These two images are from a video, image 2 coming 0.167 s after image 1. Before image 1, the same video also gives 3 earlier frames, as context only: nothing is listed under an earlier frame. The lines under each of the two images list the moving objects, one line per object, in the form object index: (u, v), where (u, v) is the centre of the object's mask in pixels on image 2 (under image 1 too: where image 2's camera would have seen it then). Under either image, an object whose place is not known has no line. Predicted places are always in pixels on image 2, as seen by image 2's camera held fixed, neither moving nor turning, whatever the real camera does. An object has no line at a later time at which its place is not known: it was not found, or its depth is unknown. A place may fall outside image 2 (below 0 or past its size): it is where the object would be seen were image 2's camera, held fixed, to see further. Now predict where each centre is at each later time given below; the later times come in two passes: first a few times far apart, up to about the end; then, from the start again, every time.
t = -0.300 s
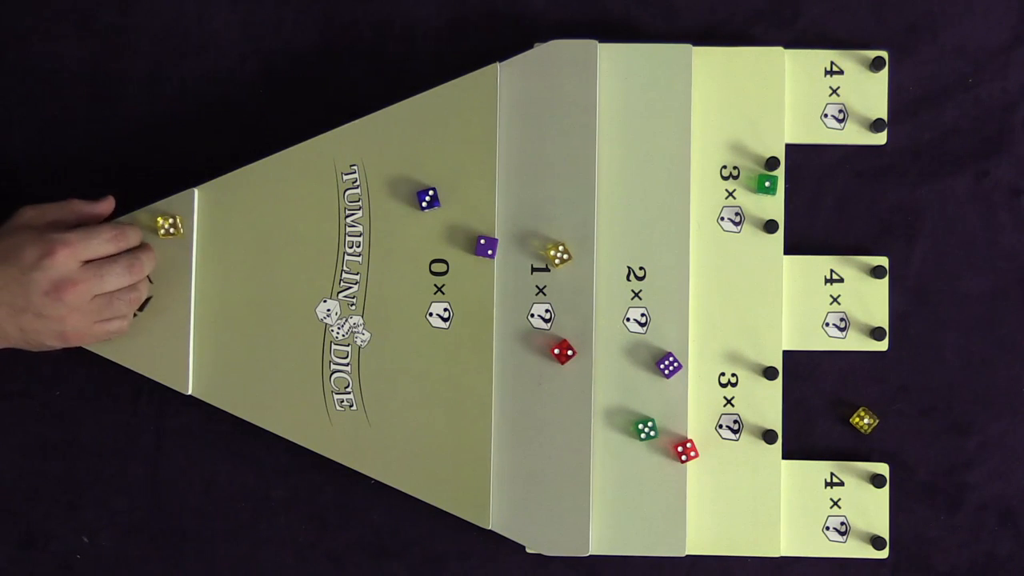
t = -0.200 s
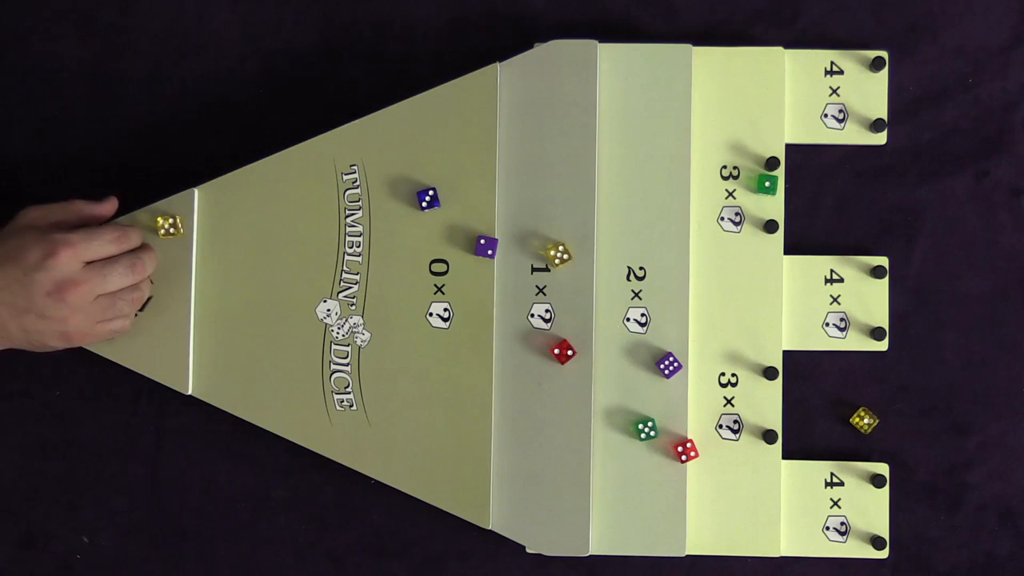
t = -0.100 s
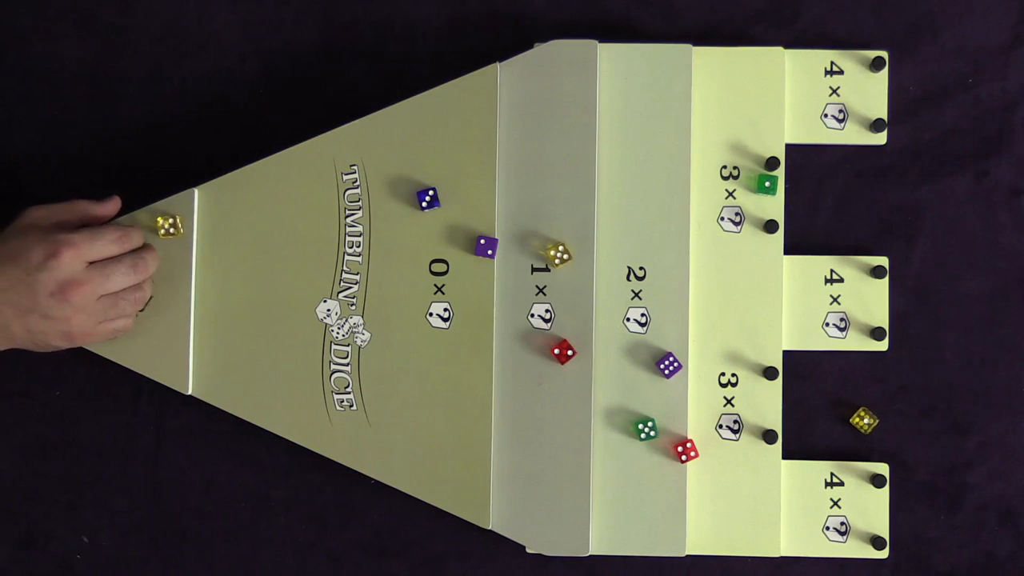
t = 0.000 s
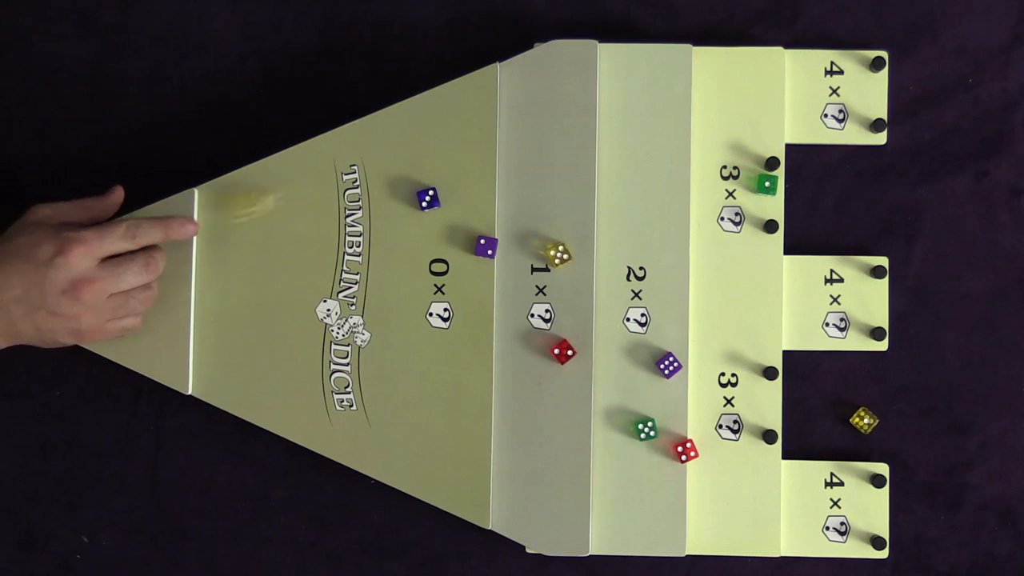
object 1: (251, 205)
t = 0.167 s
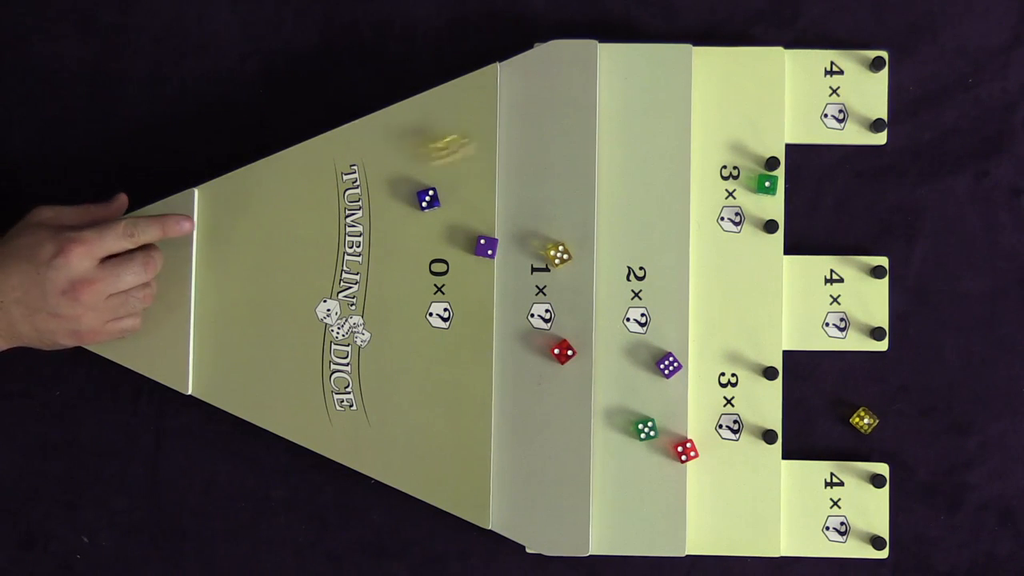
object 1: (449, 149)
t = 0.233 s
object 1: (517, 129)
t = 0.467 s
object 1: (693, 99)
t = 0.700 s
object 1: (799, 113)
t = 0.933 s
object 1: (828, 120)
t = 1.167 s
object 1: (828, 120)
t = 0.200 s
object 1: (482, 139)
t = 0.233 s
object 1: (517, 129)
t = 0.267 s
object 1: (544, 121)
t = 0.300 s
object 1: (574, 114)
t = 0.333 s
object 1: (600, 108)
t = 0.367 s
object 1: (625, 104)
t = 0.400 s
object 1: (647, 102)
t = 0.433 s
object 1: (671, 99)
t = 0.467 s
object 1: (693, 99)
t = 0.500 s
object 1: (714, 101)
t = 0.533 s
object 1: (736, 103)
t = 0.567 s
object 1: (746, 103)
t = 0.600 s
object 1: (766, 106)
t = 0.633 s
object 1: (777, 107)
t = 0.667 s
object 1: (788, 110)
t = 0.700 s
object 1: (799, 113)
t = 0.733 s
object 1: (820, 116)
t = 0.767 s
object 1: (825, 117)
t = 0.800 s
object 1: (828, 119)
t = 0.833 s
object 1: (828, 120)
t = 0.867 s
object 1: (828, 120)
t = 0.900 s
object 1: (828, 120)
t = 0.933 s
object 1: (828, 120)
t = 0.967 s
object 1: (828, 120)
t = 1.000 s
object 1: (828, 120)
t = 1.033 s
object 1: (828, 120)
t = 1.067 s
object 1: (828, 120)
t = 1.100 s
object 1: (828, 120)
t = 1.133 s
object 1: (828, 120)
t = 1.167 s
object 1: (828, 120)
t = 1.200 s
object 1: (828, 120)
